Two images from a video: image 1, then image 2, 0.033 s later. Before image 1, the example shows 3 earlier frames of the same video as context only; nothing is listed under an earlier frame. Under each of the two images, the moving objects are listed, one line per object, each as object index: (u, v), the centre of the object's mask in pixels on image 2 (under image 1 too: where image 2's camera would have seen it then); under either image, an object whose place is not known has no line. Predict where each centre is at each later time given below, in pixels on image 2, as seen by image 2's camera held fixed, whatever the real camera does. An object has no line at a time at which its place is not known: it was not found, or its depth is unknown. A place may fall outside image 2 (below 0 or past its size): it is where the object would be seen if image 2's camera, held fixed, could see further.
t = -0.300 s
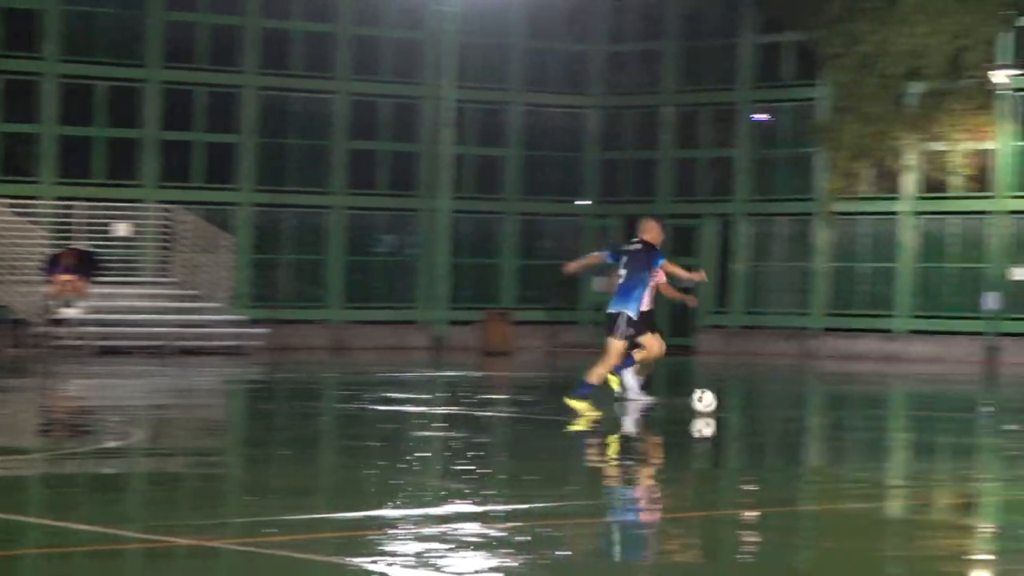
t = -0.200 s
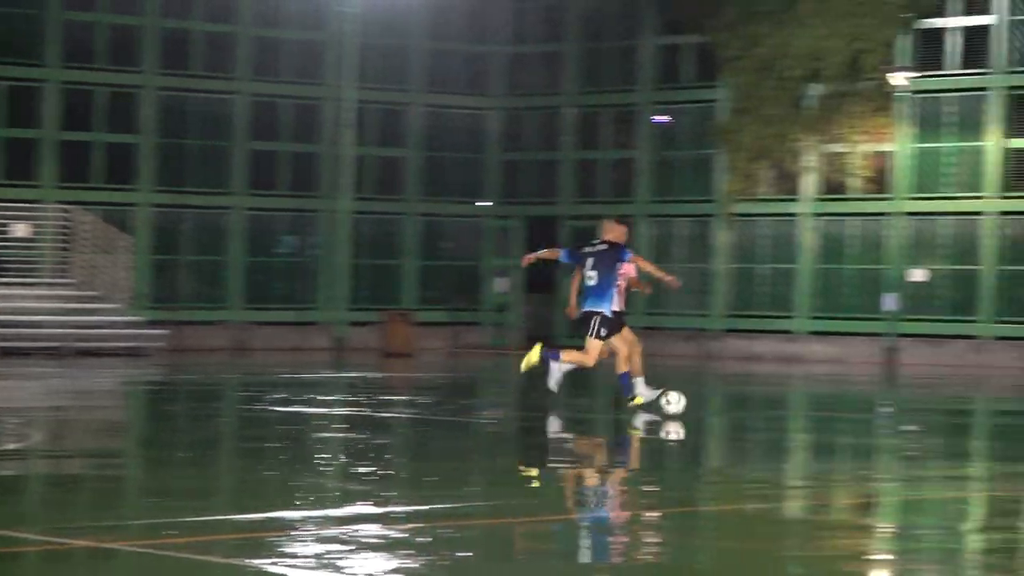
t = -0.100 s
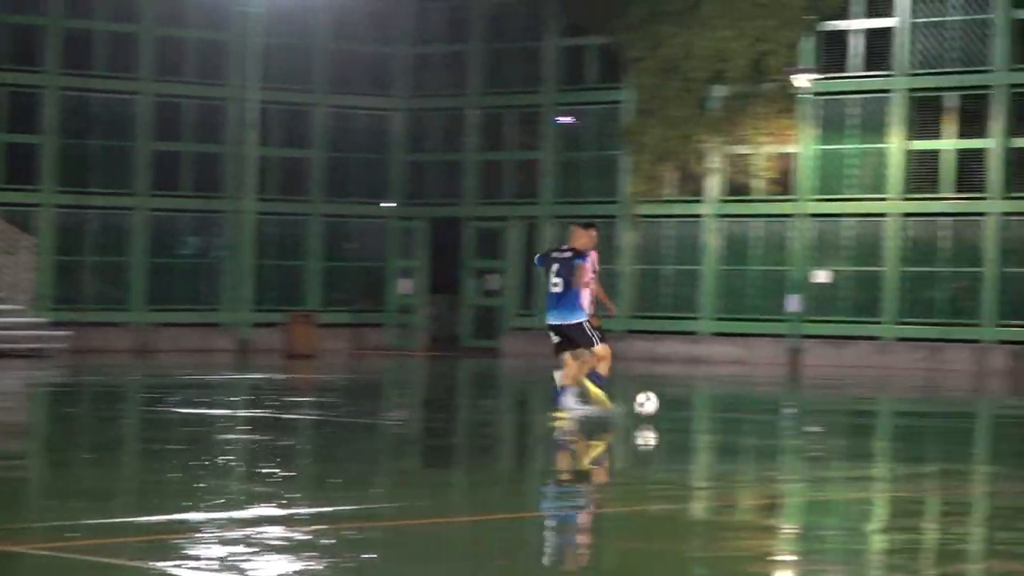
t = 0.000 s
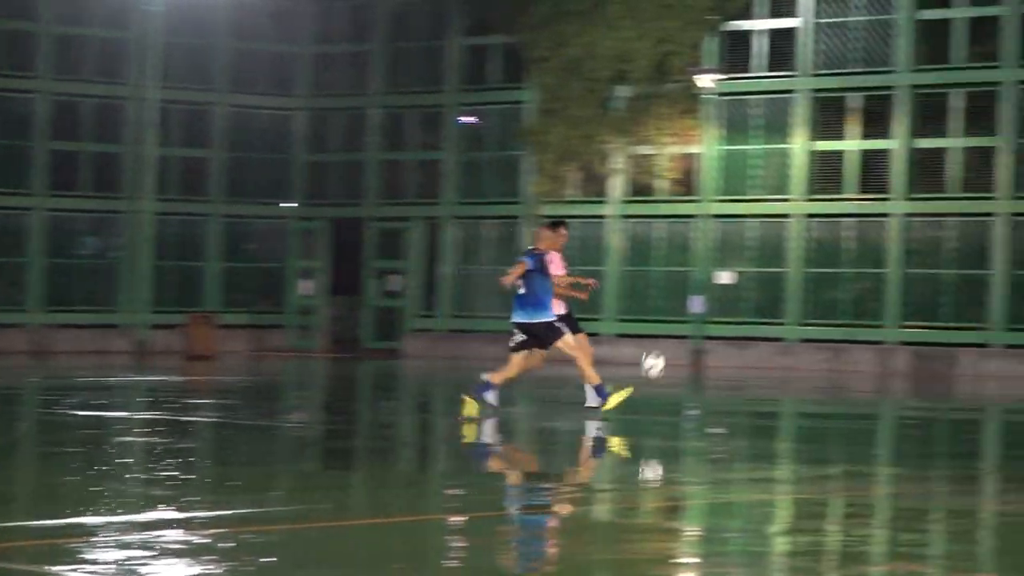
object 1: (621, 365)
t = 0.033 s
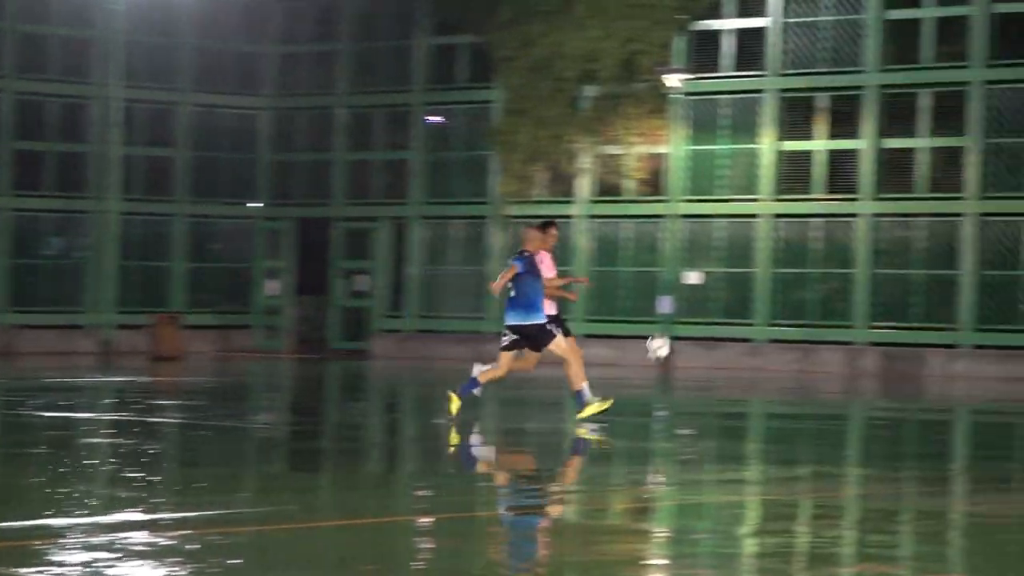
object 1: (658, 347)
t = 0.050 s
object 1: (675, 339)
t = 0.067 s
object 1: (694, 331)
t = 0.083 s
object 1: (711, 323)
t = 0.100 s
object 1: (728, 316)
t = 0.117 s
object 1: (744, 309)
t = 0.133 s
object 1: (760, 302)
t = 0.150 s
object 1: (776, 296)
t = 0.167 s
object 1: (791, 290)
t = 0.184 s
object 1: (806, 284)
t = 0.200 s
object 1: (820, 277)
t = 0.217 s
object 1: (835, 273)
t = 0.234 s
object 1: (848, 267)
